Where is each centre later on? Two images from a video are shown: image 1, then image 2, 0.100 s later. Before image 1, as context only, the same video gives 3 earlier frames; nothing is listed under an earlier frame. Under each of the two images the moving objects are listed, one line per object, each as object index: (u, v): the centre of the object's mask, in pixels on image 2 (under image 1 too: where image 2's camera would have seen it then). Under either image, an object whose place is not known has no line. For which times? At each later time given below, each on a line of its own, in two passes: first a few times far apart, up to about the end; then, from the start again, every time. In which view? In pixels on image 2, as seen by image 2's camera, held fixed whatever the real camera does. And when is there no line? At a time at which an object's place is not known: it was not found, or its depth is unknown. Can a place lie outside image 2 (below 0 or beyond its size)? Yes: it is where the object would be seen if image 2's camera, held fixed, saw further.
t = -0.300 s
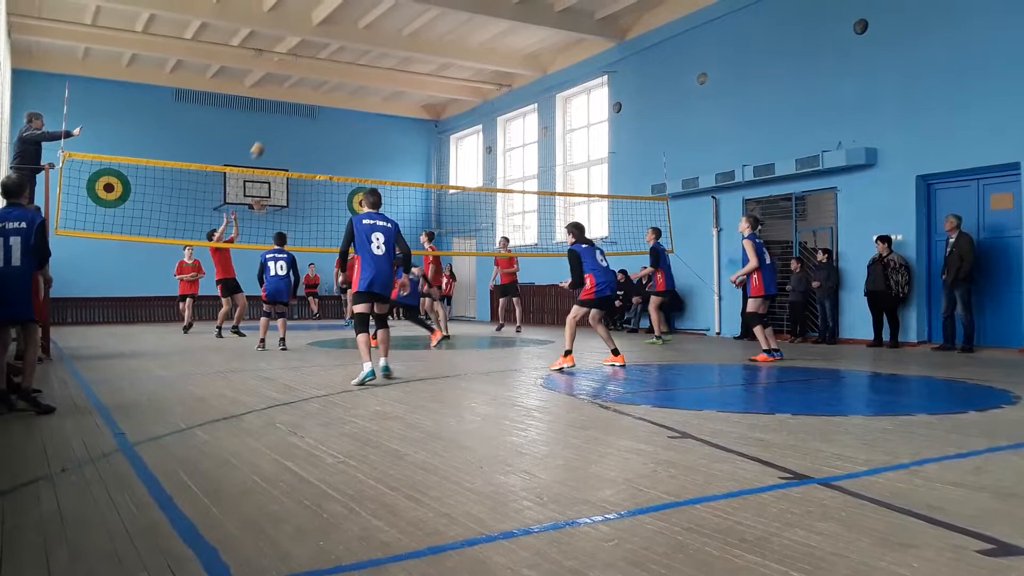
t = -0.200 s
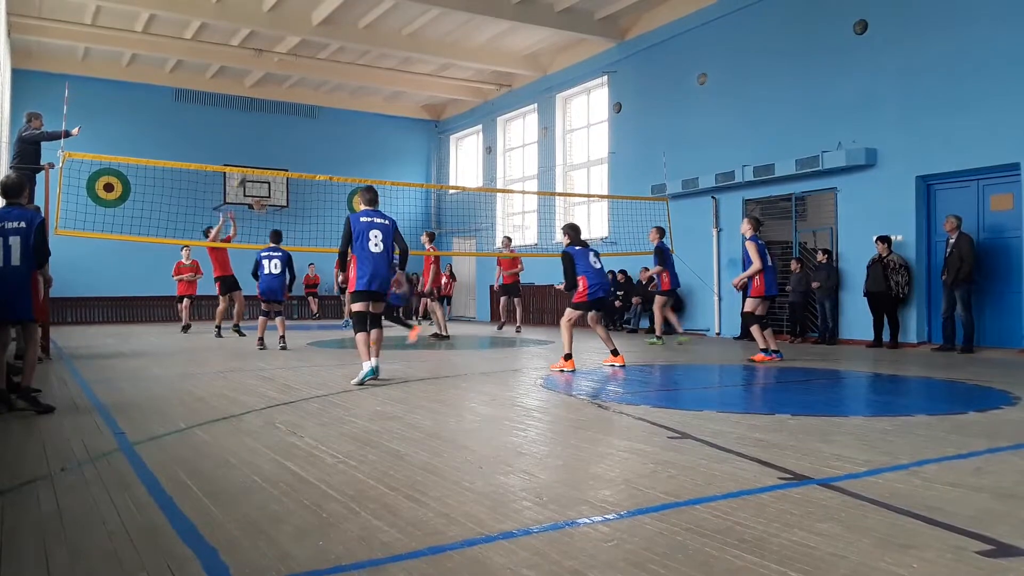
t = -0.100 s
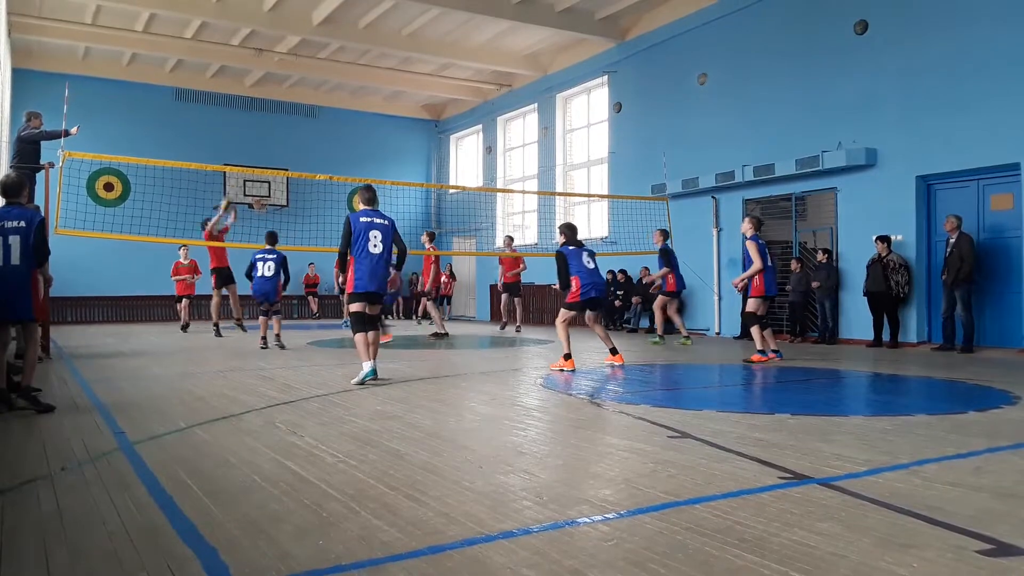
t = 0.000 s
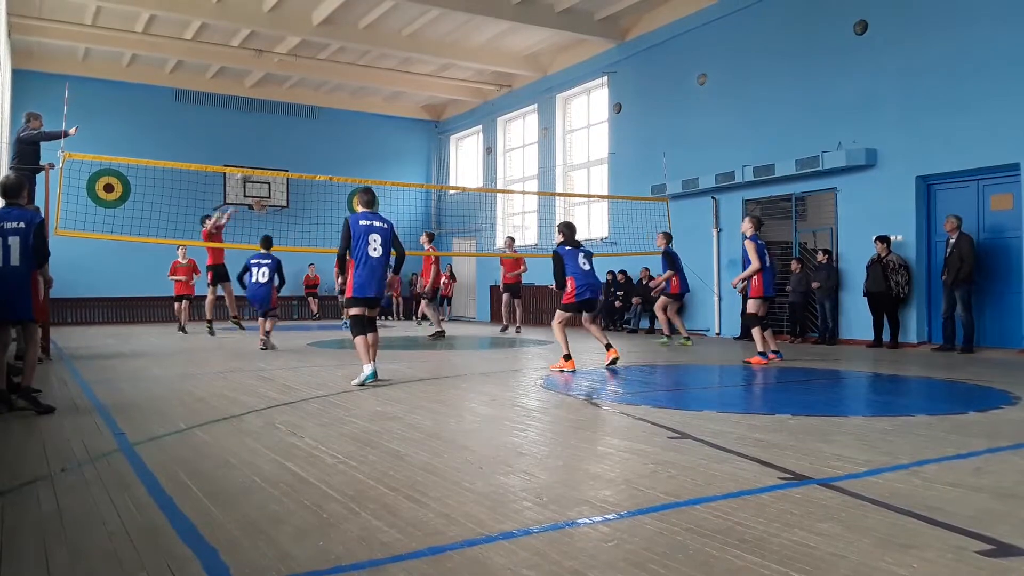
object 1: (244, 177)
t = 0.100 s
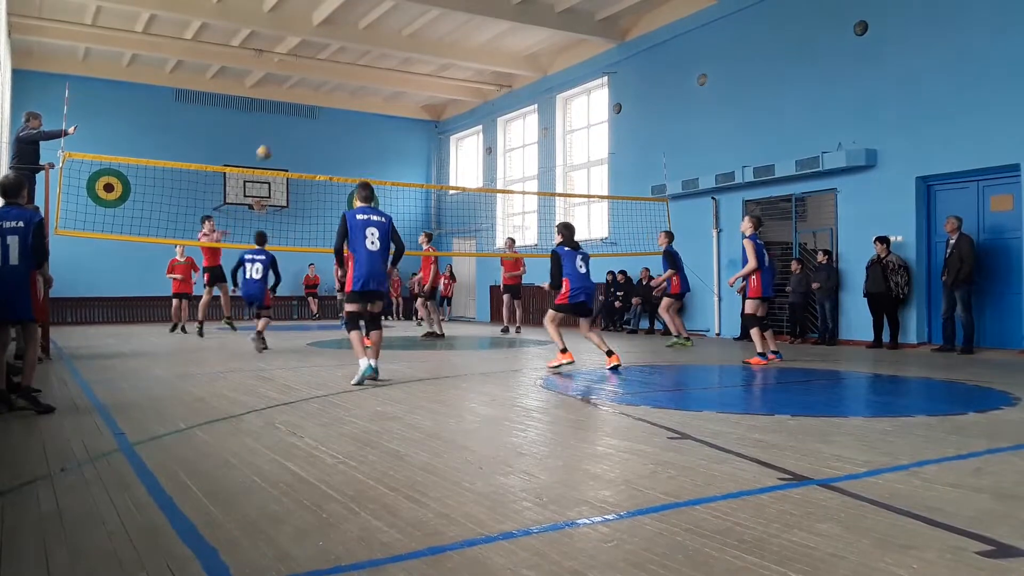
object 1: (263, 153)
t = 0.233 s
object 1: (294, 127)
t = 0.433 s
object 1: (345, 109)
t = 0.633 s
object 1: (402, 124)
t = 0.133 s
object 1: (270, 146)
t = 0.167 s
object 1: (278, 139)
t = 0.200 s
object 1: (286, 134)
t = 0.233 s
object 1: (294, 127)
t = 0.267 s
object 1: (301, 123)
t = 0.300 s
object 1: (310, 119)
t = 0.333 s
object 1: (319, 115)
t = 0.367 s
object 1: (327, 113)
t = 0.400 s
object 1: (335, 111)
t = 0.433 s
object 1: (345, 109)
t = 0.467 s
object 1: (354, 110)
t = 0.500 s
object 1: (364, 110)
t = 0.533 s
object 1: (373, 112)
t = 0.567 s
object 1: (382, 115)
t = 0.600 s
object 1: (393, 118)
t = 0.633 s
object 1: (402, 124)
